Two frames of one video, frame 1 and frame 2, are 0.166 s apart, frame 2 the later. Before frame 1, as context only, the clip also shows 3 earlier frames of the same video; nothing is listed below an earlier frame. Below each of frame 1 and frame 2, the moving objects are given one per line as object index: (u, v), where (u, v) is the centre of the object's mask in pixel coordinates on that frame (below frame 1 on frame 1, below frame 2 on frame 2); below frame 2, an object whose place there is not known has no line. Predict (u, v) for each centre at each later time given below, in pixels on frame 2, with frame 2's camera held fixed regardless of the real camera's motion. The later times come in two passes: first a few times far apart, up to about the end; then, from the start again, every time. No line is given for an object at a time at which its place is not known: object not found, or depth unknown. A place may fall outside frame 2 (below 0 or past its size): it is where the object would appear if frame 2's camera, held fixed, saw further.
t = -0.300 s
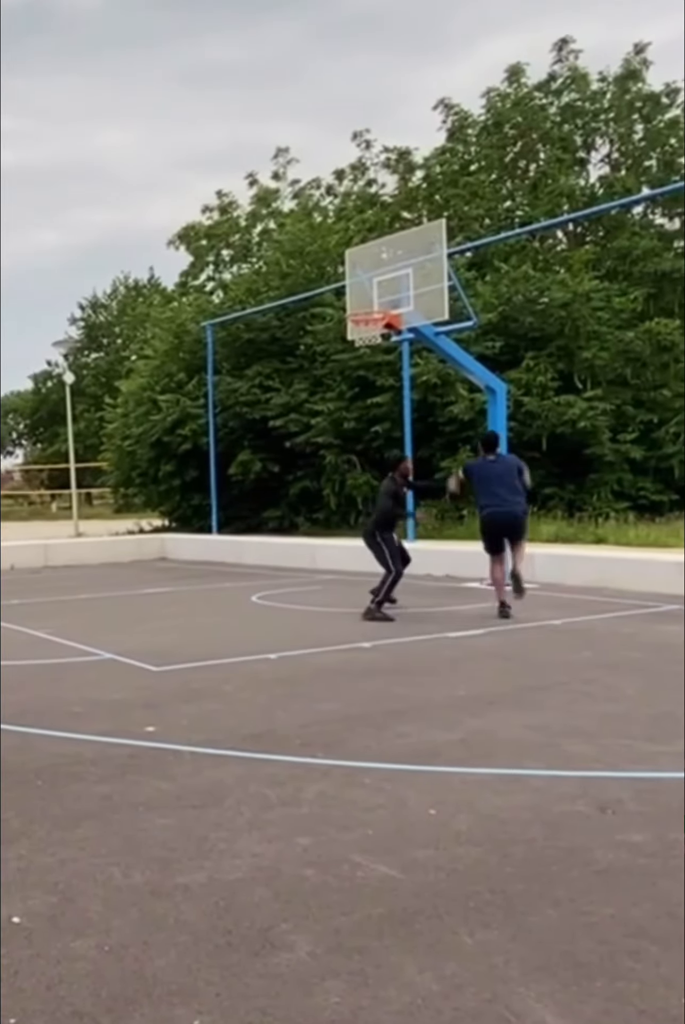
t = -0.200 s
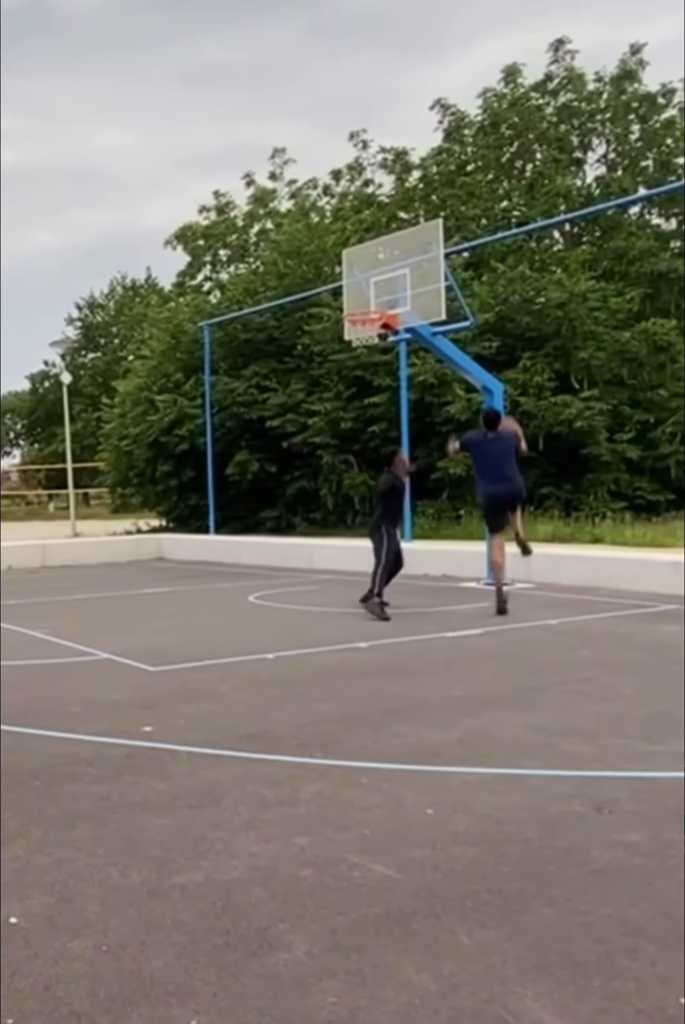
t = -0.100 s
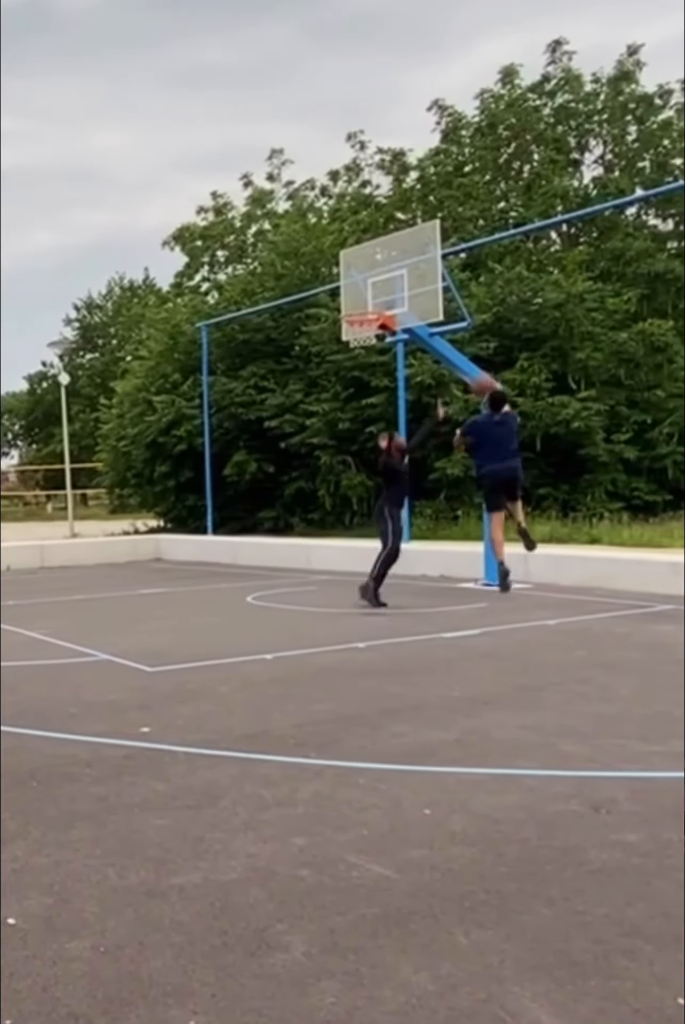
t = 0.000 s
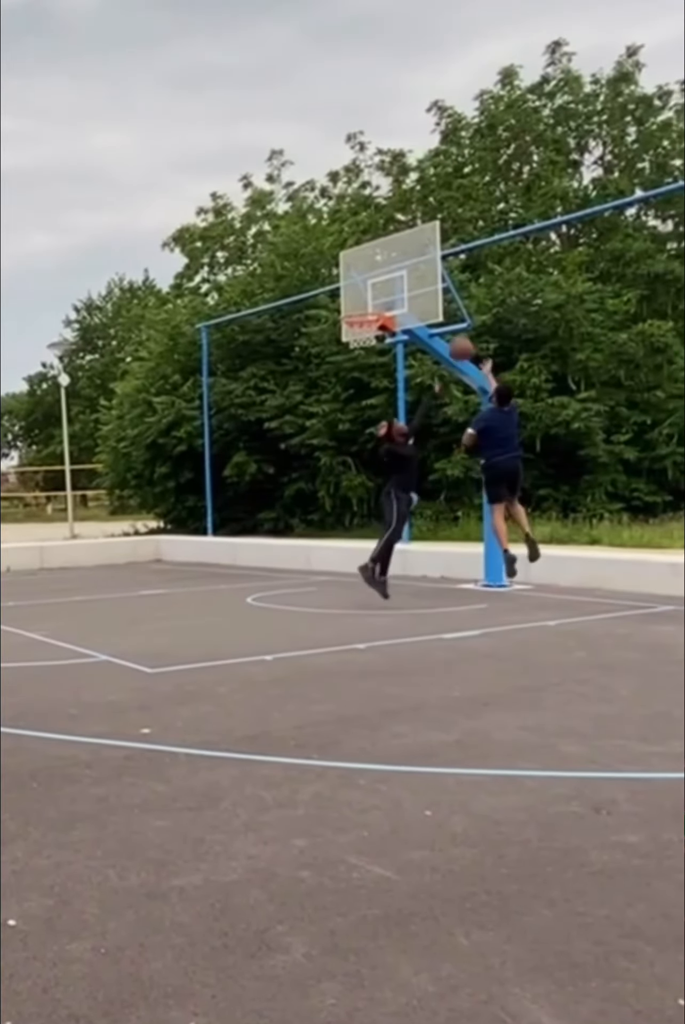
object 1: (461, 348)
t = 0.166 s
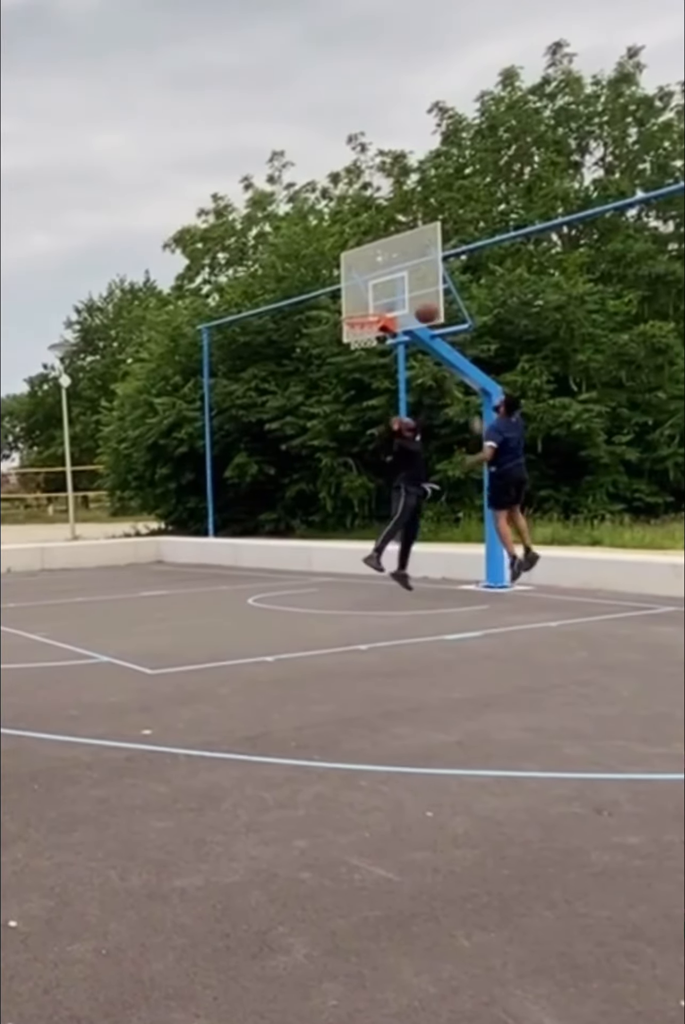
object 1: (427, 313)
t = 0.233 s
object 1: (414, 305)
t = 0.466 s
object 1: (378, 300)
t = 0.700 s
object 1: (360, 315)
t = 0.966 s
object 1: (361, 352)
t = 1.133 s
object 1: (369, 388)
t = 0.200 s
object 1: (420, 309)
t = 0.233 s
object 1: (414, 305)
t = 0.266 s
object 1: (407, 302)
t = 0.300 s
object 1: (402, 301)
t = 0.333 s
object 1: (395, 301)
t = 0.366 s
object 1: (389, 302)
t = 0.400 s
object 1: (384, 304)
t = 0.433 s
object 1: (381, 302)
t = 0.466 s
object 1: (378, 300)
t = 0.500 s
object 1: (375, 299)
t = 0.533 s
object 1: (372, 299)
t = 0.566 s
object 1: (370, 300)
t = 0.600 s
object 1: (368, 302)
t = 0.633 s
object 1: (365, 305)
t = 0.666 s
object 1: (362, 309)
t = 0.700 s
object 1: (360, 315)
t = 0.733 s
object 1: (358, 319)
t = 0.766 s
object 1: (358, 323)
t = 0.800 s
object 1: (356, 328)
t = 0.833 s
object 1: (355, 331)
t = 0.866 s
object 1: (358, 341)
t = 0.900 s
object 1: (357, 348)
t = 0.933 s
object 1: (358, 351)
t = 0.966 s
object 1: (361, 352)
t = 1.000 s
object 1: (363, 355)
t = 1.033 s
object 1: (364, 363)
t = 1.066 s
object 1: (366, 371)
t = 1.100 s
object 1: (367, 379)
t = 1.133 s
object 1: (369, 388)
